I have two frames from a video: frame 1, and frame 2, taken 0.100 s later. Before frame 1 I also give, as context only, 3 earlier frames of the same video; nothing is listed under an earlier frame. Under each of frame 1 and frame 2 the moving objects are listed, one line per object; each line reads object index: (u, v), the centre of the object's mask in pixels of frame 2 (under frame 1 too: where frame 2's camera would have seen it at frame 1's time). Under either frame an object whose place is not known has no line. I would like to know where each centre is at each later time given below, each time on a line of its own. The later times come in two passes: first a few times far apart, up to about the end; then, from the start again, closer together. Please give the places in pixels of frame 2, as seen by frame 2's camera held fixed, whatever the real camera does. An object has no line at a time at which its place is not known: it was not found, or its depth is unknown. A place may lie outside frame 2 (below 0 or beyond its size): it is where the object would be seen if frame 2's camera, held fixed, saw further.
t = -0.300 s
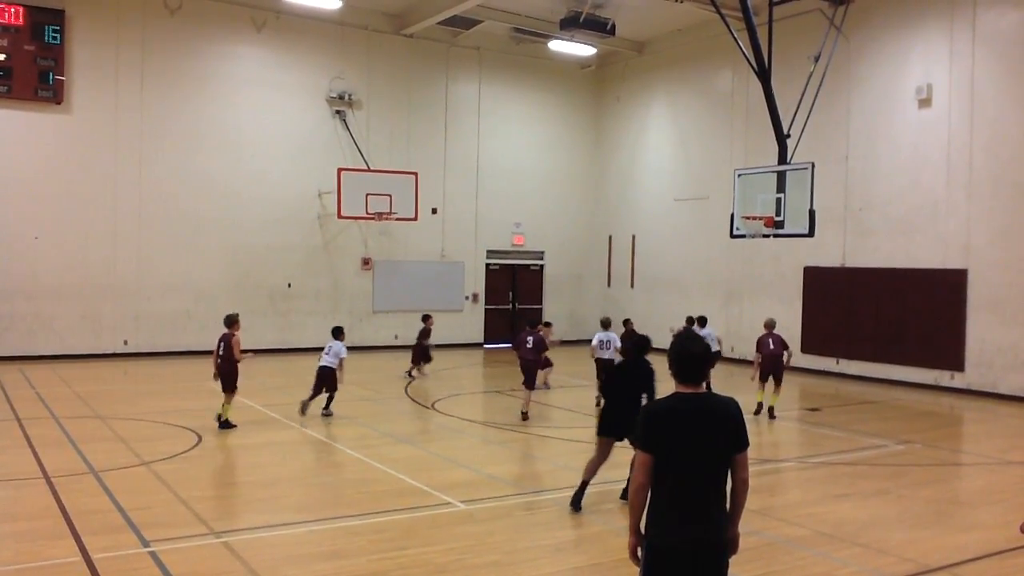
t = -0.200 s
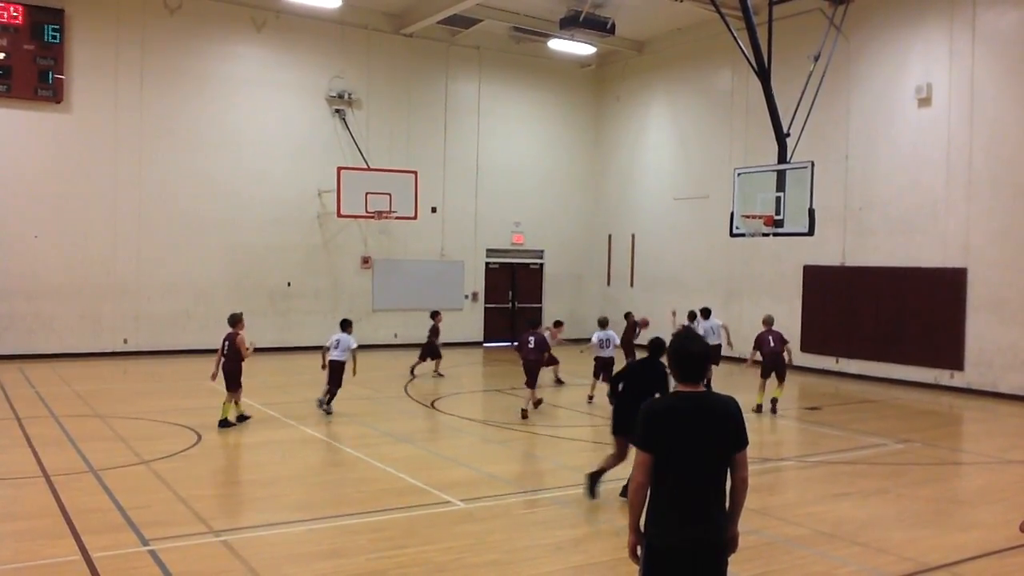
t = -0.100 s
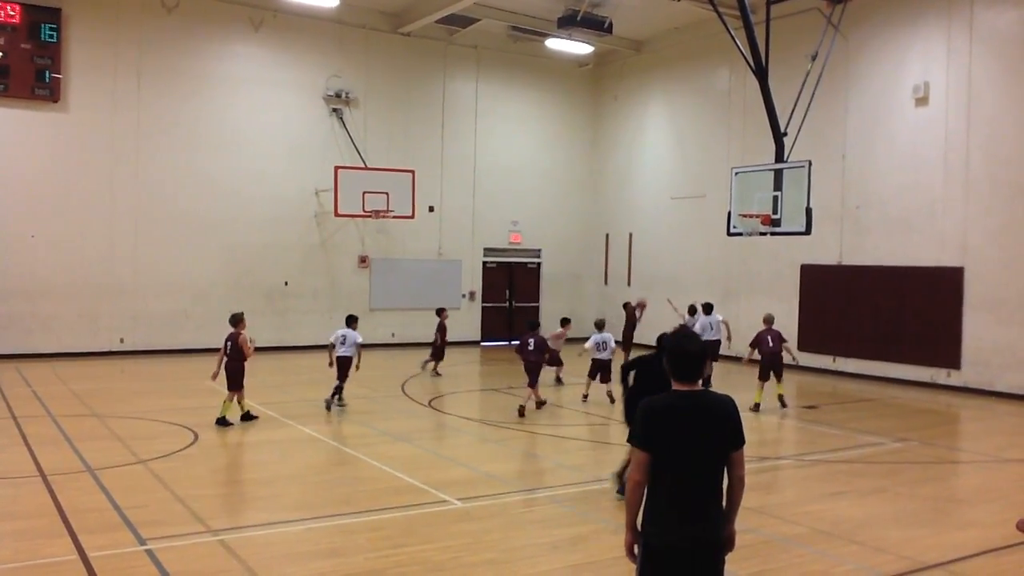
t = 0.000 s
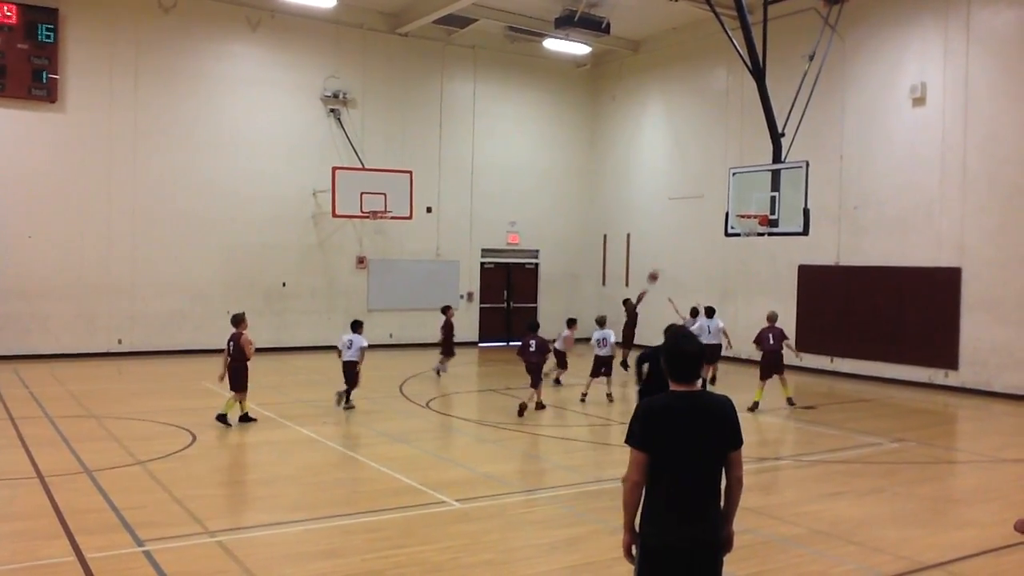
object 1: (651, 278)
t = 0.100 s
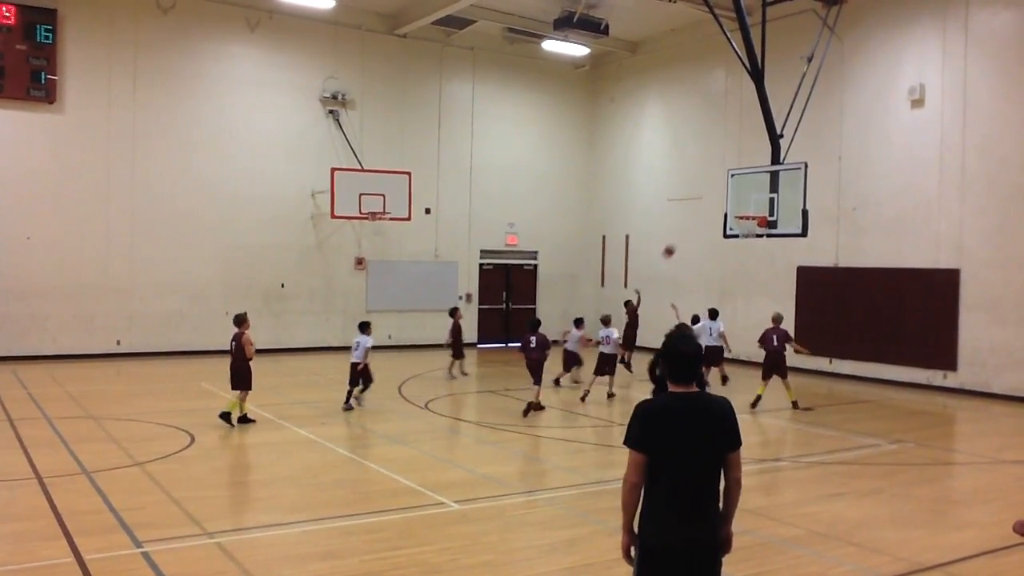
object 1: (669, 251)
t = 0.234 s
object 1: (692, 223)
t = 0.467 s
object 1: (732, 196)
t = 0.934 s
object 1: (750, 226)
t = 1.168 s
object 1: (752, 235)
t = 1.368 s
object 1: (752, 264)
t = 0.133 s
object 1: (674, 243)
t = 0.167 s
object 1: (680, 236)
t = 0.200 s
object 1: (686, 229)
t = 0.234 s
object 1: (692, 223)
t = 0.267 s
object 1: (698, 217)
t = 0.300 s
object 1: (704, 212)
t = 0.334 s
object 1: (709, 208)
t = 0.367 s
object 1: (715, 204)
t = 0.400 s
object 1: (720, 200)
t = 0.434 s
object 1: (726, 198)
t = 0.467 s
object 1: (732, 196)
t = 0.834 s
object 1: (746, 216)
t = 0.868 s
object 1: (747, 219)
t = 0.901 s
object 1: (748, 223)
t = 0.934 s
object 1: (750, 226)
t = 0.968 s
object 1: (751, 228)
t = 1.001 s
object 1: (751, 228)
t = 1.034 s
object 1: (751, 229)
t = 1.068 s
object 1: (751, 229)
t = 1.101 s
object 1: (751, 229)
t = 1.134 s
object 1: (752, 231)
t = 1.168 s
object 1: (752, 235)
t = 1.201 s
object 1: (752, 238)
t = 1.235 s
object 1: (752, 241)
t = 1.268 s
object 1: (752, 246)
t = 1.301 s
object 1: (752, 252)
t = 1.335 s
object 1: (752, 257)
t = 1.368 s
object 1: (752, 264)
